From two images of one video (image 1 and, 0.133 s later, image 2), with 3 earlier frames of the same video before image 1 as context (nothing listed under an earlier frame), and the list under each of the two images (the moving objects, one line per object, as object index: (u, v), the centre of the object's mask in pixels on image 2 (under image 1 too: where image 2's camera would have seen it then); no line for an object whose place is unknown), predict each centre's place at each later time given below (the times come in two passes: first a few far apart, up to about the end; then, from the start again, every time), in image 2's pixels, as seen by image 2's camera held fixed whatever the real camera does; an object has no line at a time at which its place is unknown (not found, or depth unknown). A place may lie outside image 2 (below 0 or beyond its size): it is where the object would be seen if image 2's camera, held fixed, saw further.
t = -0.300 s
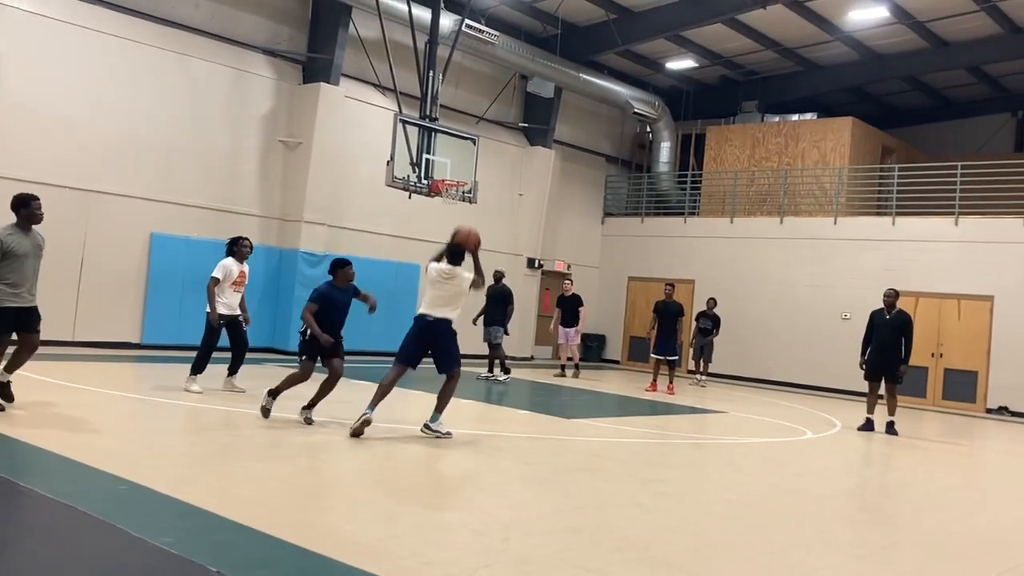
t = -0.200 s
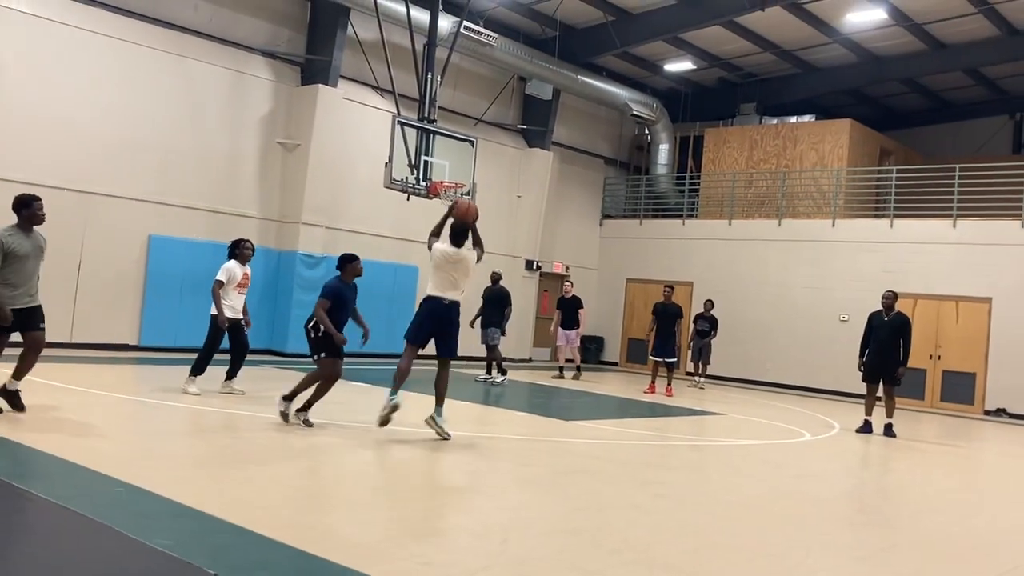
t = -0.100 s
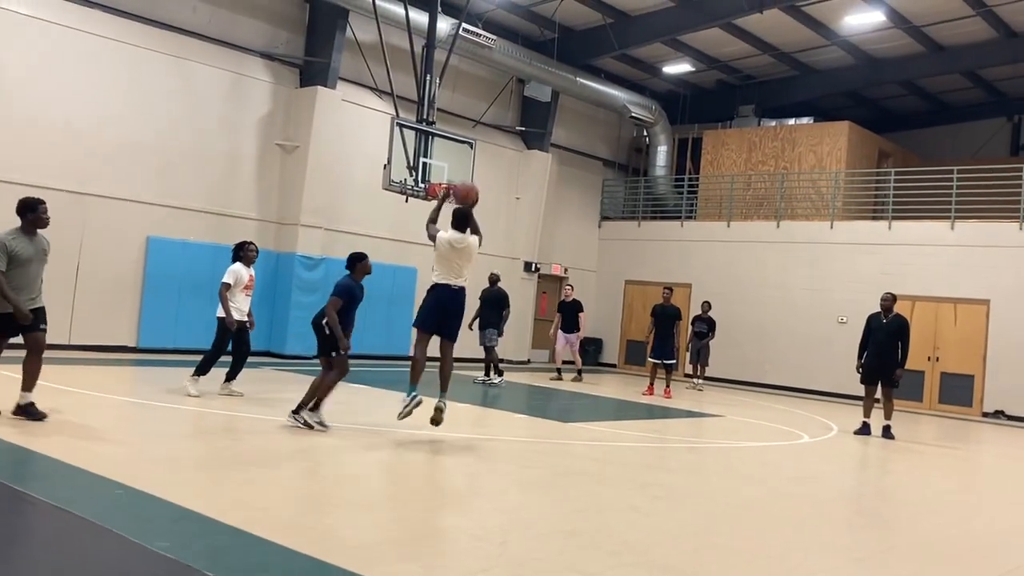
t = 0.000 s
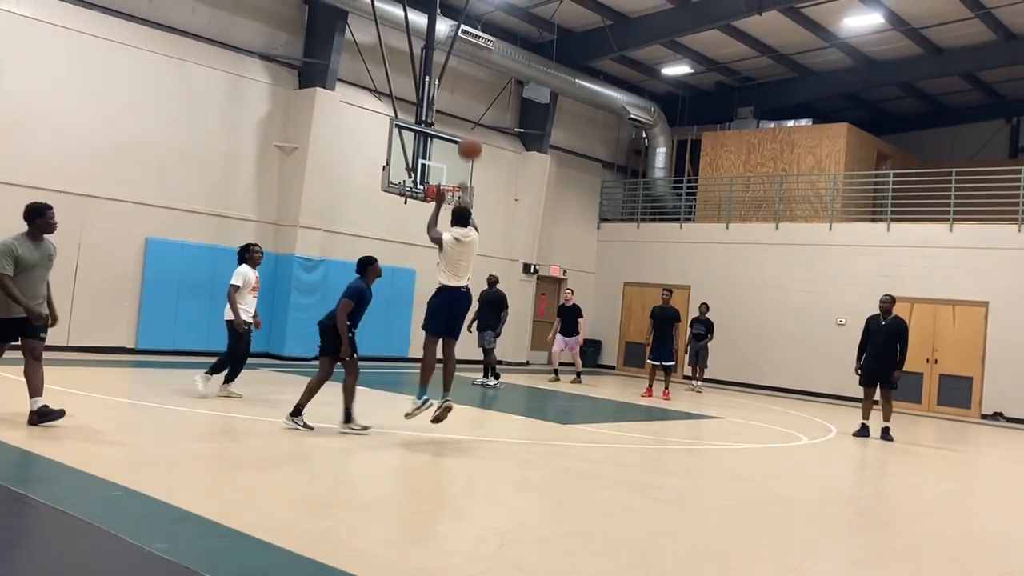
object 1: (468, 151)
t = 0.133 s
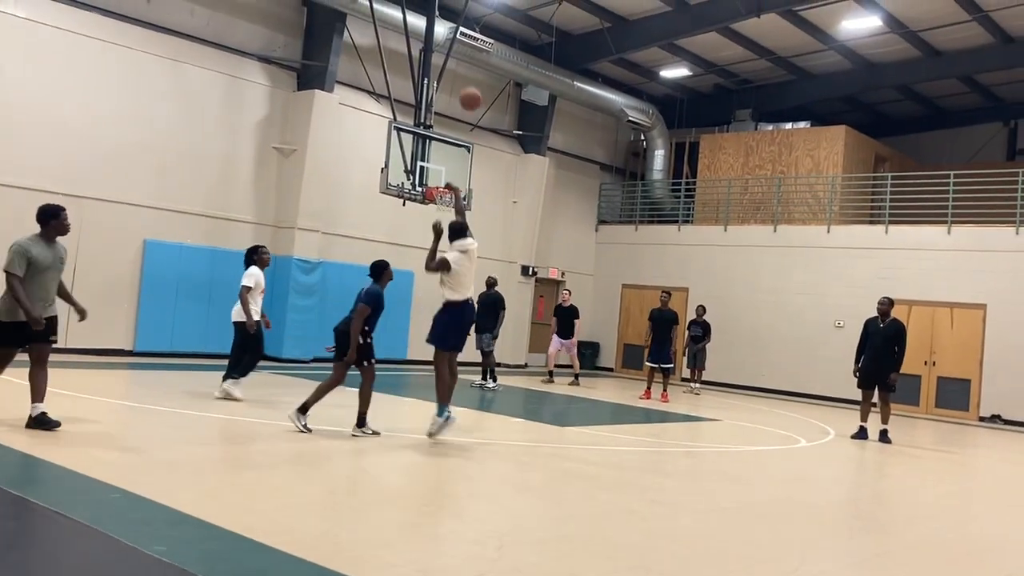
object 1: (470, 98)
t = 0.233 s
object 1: (471, 75)
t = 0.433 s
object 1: (468, 59)
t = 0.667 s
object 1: (461, 78)
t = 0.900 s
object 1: (452, 130)
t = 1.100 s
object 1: (447, 178)
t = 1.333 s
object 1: (451, 159)
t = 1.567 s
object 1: (453, 173)
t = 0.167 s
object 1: (470, 90)
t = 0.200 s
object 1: (470, 82)
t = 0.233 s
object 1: (471, 75)
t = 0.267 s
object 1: (470, 70)
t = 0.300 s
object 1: (470, 66)
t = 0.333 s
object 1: (470, 62)
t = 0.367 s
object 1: (469, 60)
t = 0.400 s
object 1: (469, 59)
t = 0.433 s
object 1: (468, 59)
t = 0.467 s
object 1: (467, 59)
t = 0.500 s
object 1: (467, 61)
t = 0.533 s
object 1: (466, 63)
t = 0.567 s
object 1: (465, 66)
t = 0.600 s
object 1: (463, 69)
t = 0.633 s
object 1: (463, 73)
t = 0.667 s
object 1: (461, 78)
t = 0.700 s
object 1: (460, 84)
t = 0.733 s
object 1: (459, 91)
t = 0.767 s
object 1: (458, 97)
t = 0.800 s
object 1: (457, 105)
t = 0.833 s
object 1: (456, 112)
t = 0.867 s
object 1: (454, 122)
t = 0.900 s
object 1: (452, 130)
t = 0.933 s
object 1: (451, 140)
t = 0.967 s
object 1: (450, 150)
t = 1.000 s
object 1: (449, 160)
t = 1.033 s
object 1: (448, 171)
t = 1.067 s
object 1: (446, 182)
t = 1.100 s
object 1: (447, 178)
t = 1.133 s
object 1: (448, 173)
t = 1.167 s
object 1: (449, 169)
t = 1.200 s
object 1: (449, 165)
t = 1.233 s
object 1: (450, 163)
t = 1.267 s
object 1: (450, 161)
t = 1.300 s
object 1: (451, 159)
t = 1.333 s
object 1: (451, 159)
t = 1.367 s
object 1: (452, 159)
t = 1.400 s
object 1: (452, 159)
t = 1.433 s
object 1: (453, 161)
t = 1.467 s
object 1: (453, 162)
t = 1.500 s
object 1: (453, 165)
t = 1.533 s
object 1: (453, 169)
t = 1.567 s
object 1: (453, 173)
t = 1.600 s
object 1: (453, 177)
